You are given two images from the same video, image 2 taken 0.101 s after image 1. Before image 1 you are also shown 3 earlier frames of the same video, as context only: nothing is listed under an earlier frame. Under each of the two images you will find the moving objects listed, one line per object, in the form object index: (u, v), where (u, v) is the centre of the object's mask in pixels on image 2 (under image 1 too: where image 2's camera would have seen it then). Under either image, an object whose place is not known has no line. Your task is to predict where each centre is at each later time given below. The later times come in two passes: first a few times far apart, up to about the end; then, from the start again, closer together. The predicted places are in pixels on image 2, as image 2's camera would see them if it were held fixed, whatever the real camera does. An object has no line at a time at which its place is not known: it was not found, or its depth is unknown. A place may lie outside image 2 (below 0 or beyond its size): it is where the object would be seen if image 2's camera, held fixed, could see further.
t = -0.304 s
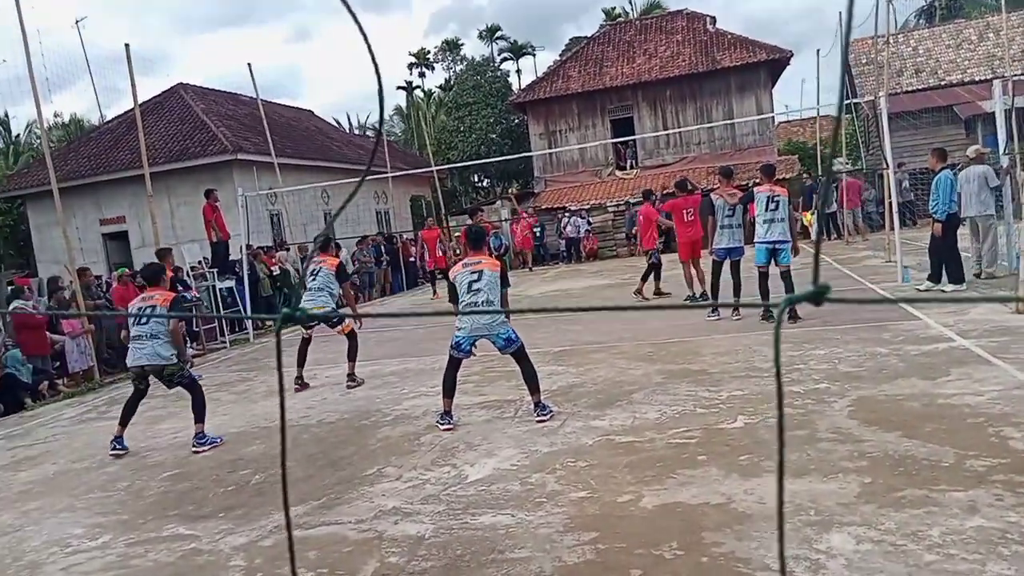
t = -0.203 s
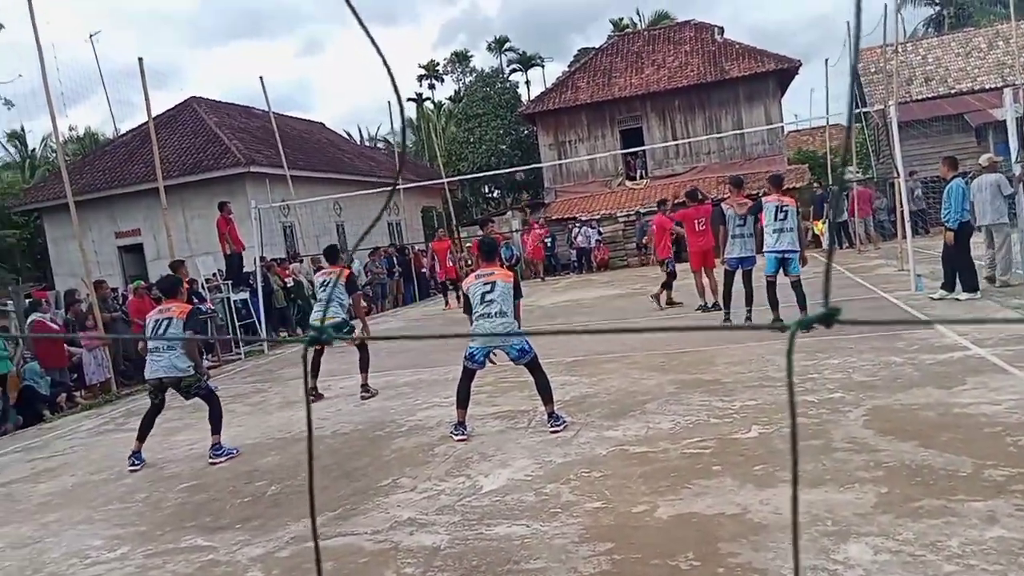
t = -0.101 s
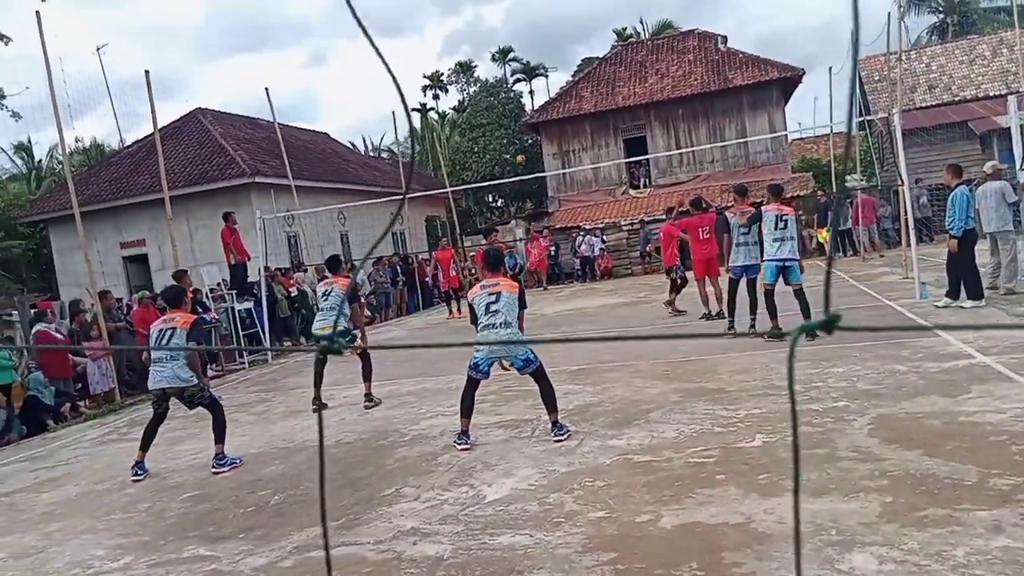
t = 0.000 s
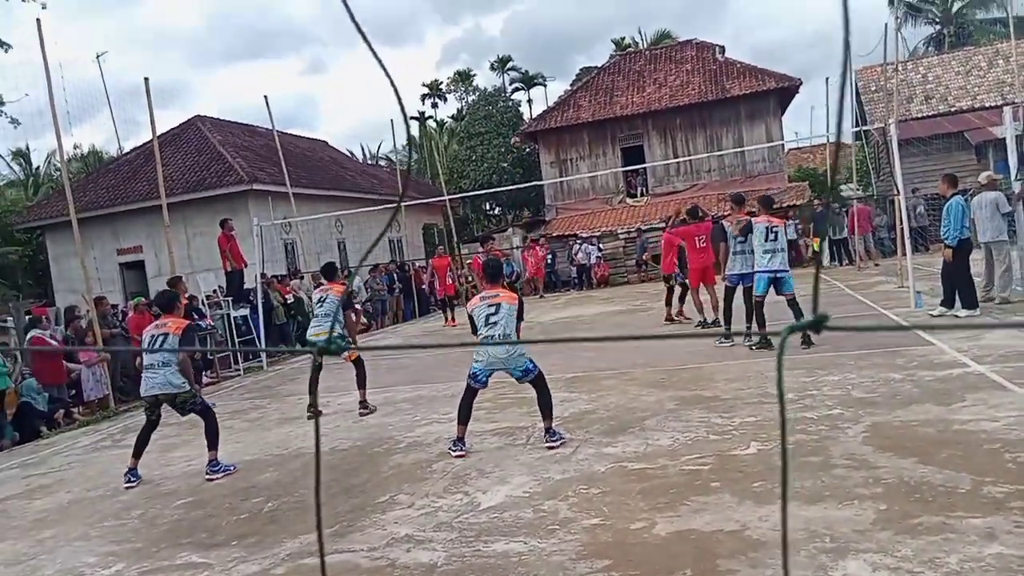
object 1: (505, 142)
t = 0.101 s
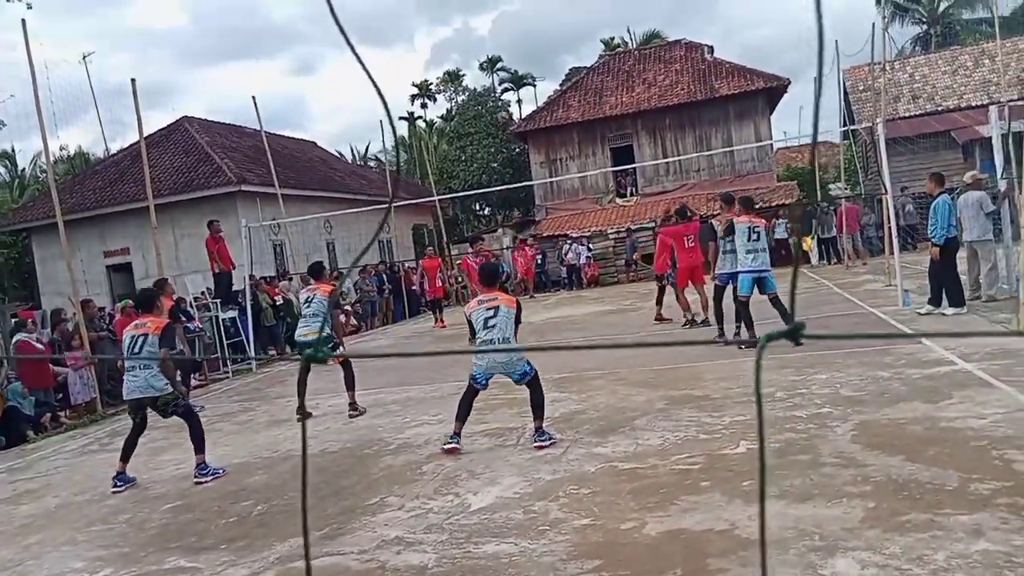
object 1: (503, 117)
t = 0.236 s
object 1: (502, 85)
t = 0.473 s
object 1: (496, 43)
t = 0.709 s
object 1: (499, 20)
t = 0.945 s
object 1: (503, 57)
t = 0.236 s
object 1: (502, 85)
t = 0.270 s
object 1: (499, 79)
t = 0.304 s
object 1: (499, 70)
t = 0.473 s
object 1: (496, 43)
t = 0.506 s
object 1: (496, 38)
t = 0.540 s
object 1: (497, 33)
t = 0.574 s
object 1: (498, 29)
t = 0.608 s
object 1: (498, 26)
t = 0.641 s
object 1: (499, 23)
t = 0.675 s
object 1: (499, 21)
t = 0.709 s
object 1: (499, 20)
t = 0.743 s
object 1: (499, 21)
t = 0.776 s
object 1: (499, 22)
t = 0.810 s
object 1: (499, 24)
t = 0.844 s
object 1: (499, 30)
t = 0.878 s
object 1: (499, 36)
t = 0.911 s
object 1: (502, 45)
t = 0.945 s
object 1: (503, 57)
